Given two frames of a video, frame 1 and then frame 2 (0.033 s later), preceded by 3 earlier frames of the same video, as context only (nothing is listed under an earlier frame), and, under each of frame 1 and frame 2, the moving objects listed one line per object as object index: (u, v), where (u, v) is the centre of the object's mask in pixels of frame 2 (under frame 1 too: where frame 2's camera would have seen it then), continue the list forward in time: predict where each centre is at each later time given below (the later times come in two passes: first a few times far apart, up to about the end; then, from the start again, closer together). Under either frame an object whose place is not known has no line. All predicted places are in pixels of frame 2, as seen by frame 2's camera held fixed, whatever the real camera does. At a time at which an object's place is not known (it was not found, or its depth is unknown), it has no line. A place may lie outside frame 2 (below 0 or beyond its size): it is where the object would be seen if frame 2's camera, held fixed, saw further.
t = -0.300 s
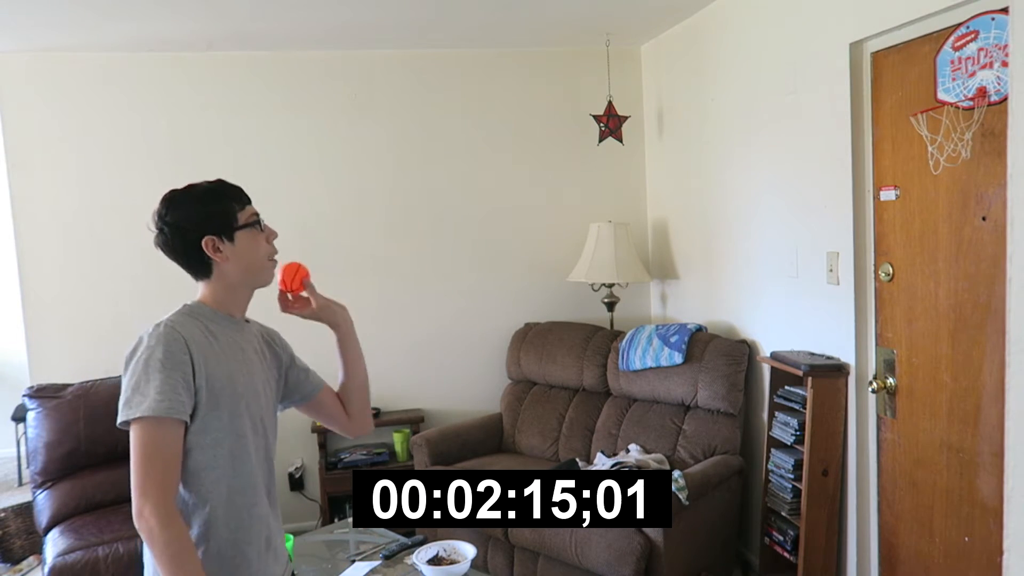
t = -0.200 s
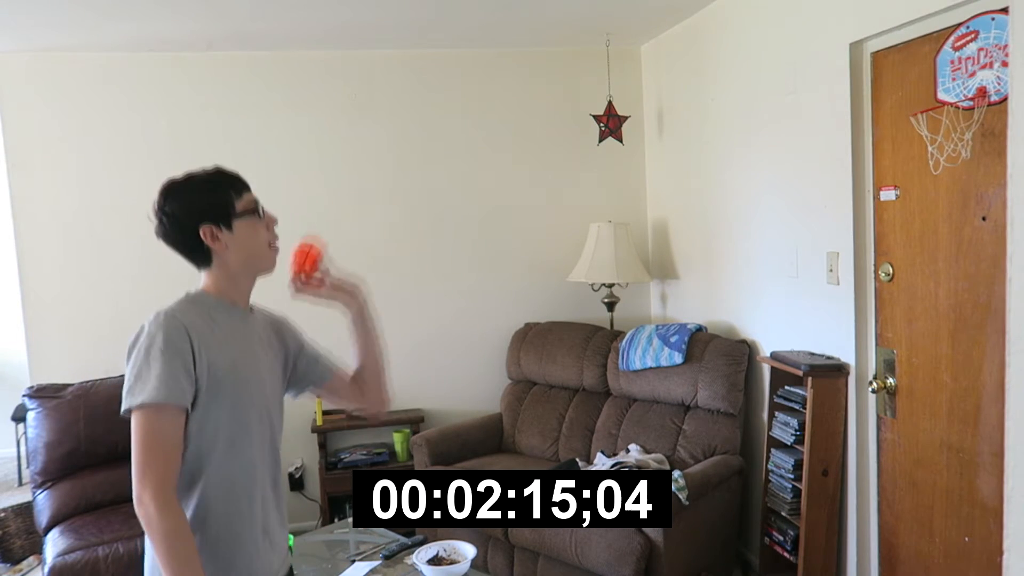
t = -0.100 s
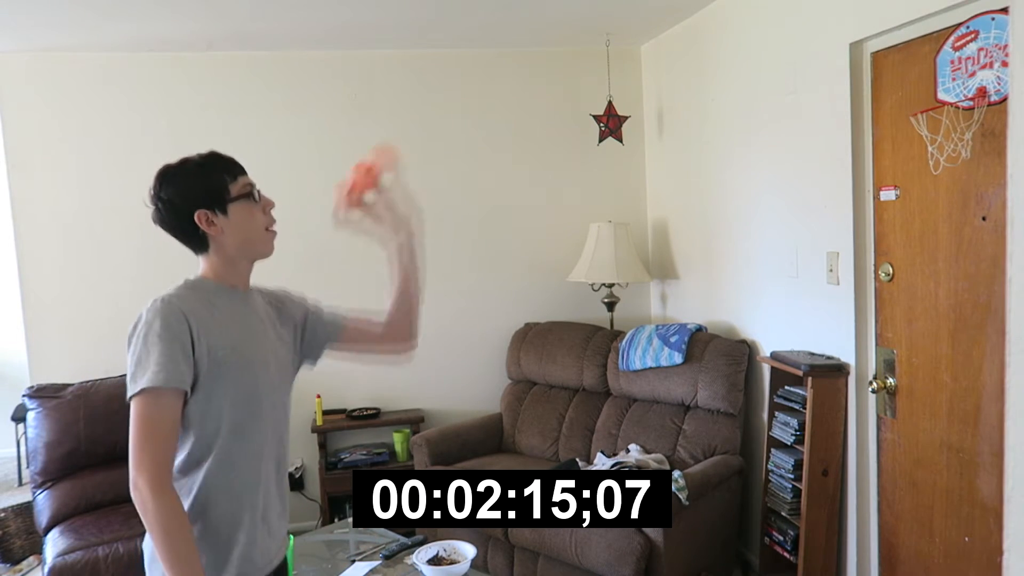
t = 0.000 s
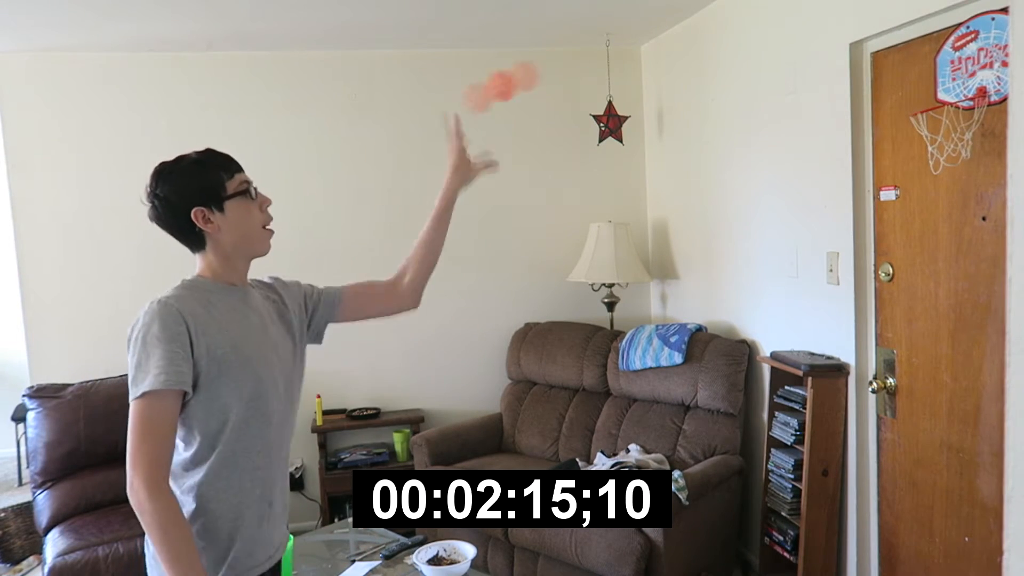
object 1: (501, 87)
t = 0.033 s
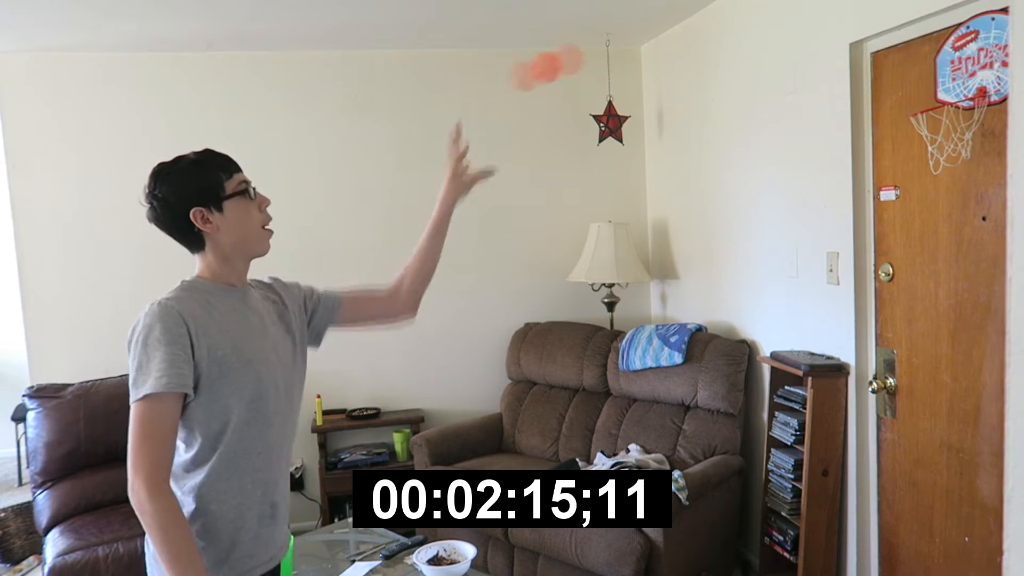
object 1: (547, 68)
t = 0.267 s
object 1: (830, 69)
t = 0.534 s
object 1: (873, 250)
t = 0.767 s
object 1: (831, 544)
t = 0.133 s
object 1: (675, 40)
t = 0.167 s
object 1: (717, 40)
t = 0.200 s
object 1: (756, 46)
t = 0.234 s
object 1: (793, 55)
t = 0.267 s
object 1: (830, 69)
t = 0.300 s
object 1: (859, 83)
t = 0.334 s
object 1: (901, 108)
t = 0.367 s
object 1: (911, 130)
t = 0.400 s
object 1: (904, 149)
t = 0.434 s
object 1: (896, 168)
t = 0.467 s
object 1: (887, 194)
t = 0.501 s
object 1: (880, 221)
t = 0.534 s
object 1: (873, 250)
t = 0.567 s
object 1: (865, 289)
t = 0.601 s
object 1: (861, 323)
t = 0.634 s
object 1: (855, 363)
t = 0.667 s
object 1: (845, 410)
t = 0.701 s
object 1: (840, 453)
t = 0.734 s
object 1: (835, 499)
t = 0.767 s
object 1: (831, 544)
